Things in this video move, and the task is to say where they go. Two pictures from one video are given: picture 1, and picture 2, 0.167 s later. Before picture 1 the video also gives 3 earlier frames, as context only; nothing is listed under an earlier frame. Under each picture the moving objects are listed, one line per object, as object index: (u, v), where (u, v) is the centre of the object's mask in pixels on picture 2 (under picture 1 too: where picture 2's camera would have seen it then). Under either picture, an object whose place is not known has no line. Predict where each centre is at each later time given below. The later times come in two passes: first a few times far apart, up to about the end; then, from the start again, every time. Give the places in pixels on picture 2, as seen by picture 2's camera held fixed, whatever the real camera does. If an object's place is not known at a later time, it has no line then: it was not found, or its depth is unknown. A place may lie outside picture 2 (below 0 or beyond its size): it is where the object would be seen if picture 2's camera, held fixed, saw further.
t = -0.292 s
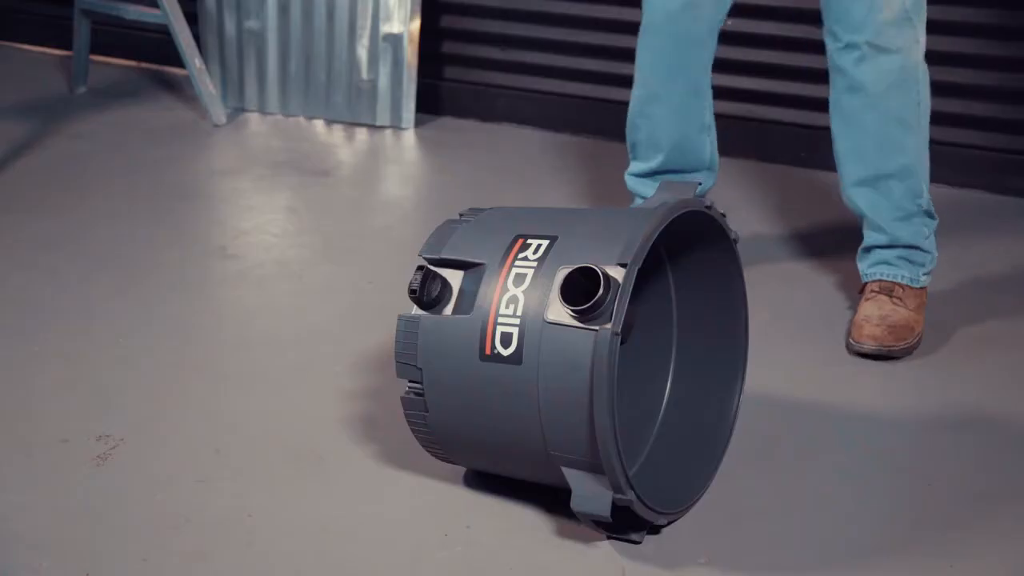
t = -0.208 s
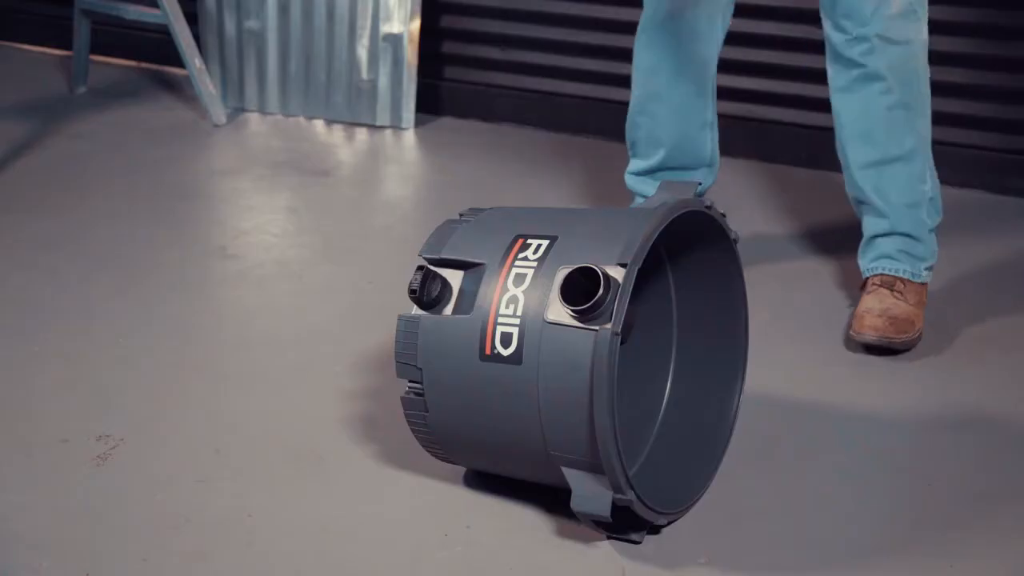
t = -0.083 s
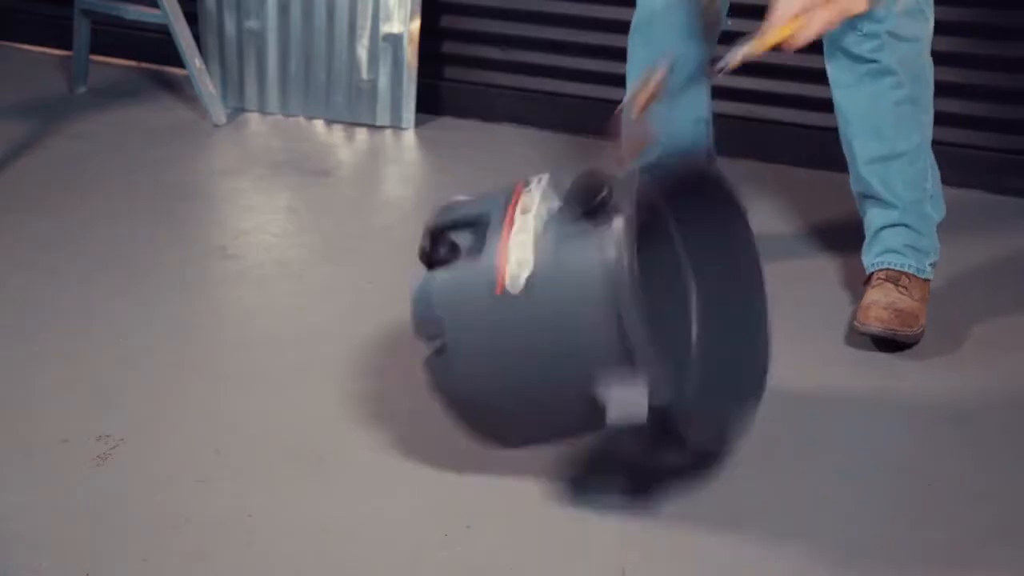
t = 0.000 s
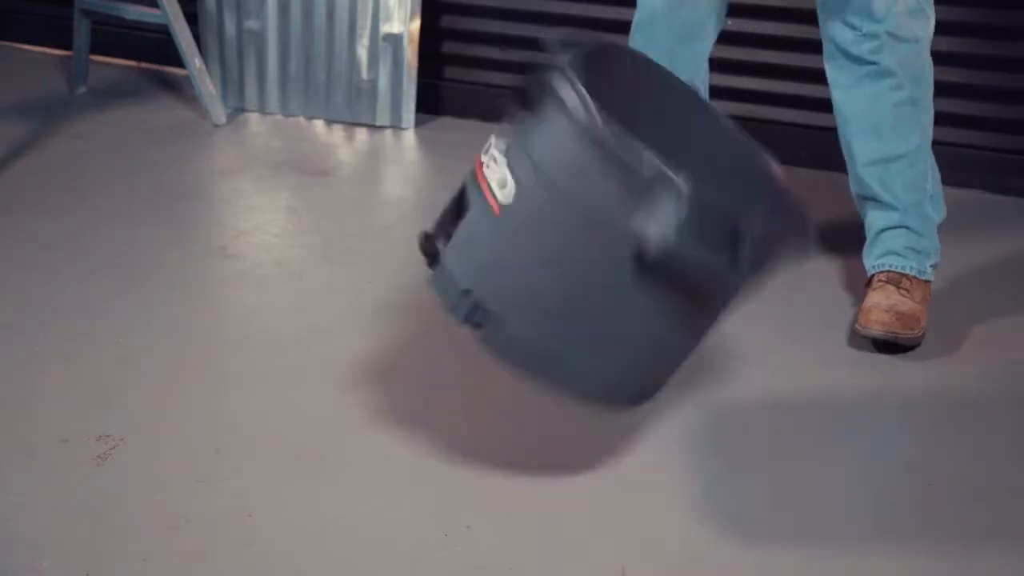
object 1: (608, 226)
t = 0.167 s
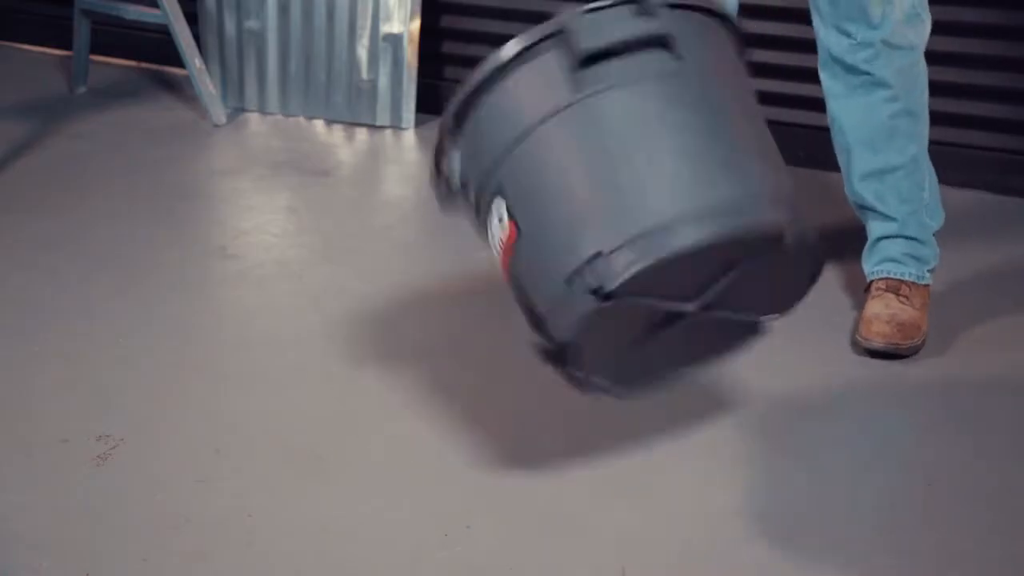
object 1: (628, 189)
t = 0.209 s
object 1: (634, 217)
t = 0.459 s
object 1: (665, 267)
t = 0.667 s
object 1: (665, 377)
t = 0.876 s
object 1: (657, 387)
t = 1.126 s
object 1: (695, 441)
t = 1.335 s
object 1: (714, 469)
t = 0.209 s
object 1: (634, 217)
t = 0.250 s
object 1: (641, 260)
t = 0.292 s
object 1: (652, 316)
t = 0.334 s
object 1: (658, 323)
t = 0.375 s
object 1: (661, 295)
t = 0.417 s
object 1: (662, 275)
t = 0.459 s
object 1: (665, 267)
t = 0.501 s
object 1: (667, 269)
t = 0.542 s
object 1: (667, 284)
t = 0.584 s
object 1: (667, 311)
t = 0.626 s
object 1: (666, 354)
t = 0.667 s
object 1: (665, 377)
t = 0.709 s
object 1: (661, 378)
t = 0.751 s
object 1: (660, 373)
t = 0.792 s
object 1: (659, 366)
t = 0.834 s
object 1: (657, 372)
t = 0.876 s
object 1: (657, 387)
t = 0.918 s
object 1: (656, 411)
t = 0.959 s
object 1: (673, 425)
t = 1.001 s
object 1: (684, 430)
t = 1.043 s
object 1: (688, 430)
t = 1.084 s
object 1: (691, 437)
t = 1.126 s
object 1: (695, 441)
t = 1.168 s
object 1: (697, 452)
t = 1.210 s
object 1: (700, 458)
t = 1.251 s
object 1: (704, 458)
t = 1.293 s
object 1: (707, 461)
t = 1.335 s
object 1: (714, 469)
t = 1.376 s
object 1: (722, 479)
